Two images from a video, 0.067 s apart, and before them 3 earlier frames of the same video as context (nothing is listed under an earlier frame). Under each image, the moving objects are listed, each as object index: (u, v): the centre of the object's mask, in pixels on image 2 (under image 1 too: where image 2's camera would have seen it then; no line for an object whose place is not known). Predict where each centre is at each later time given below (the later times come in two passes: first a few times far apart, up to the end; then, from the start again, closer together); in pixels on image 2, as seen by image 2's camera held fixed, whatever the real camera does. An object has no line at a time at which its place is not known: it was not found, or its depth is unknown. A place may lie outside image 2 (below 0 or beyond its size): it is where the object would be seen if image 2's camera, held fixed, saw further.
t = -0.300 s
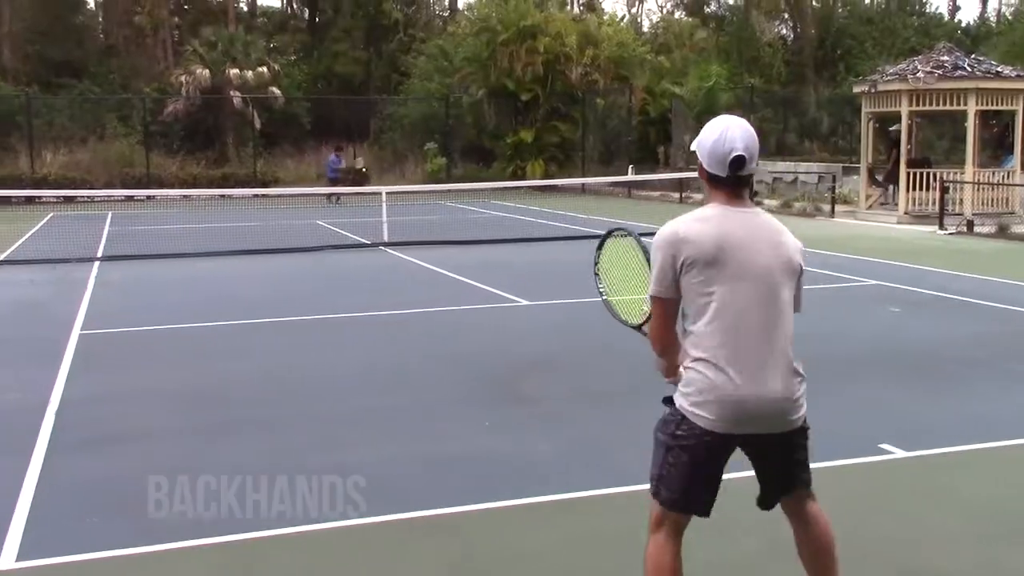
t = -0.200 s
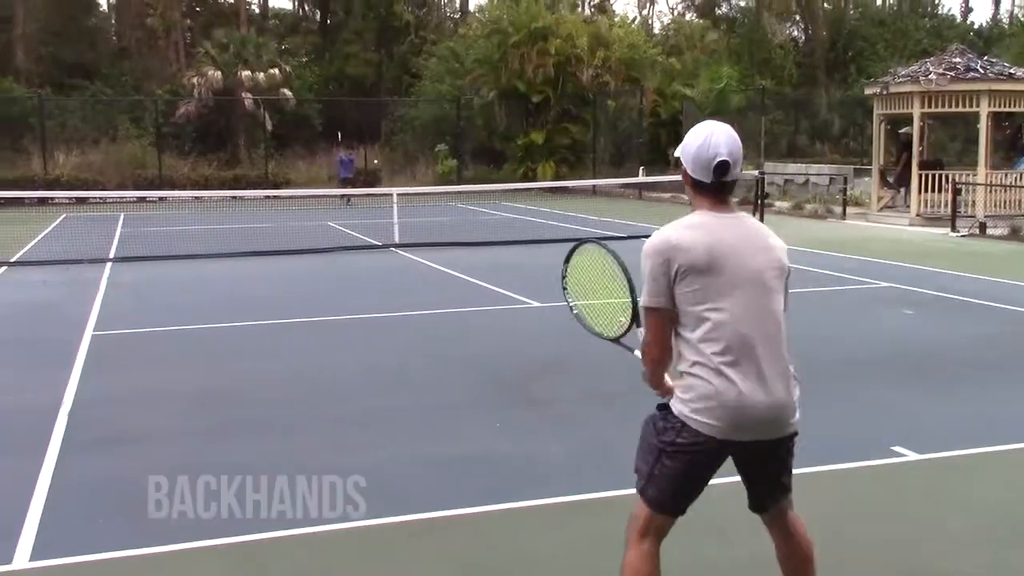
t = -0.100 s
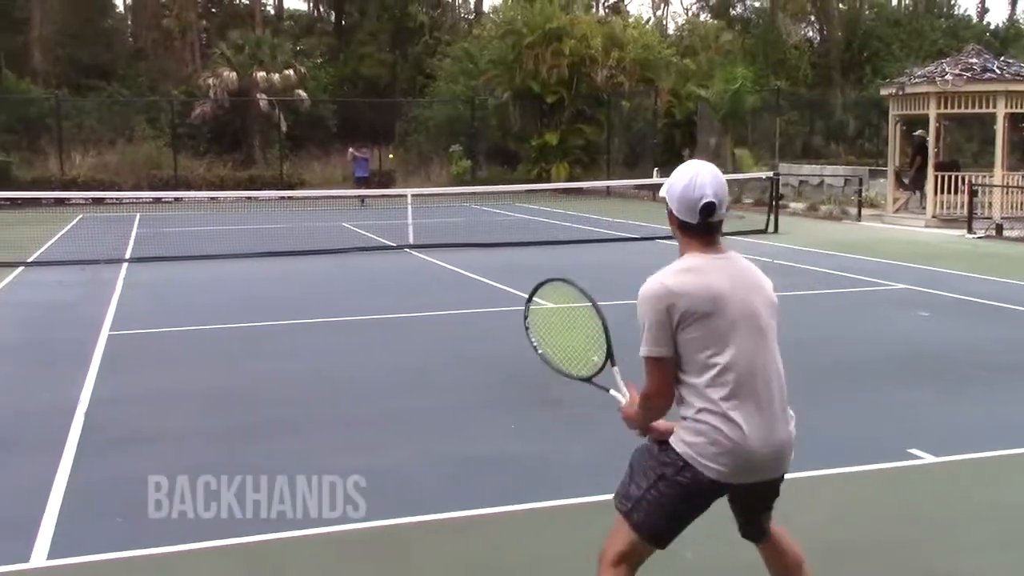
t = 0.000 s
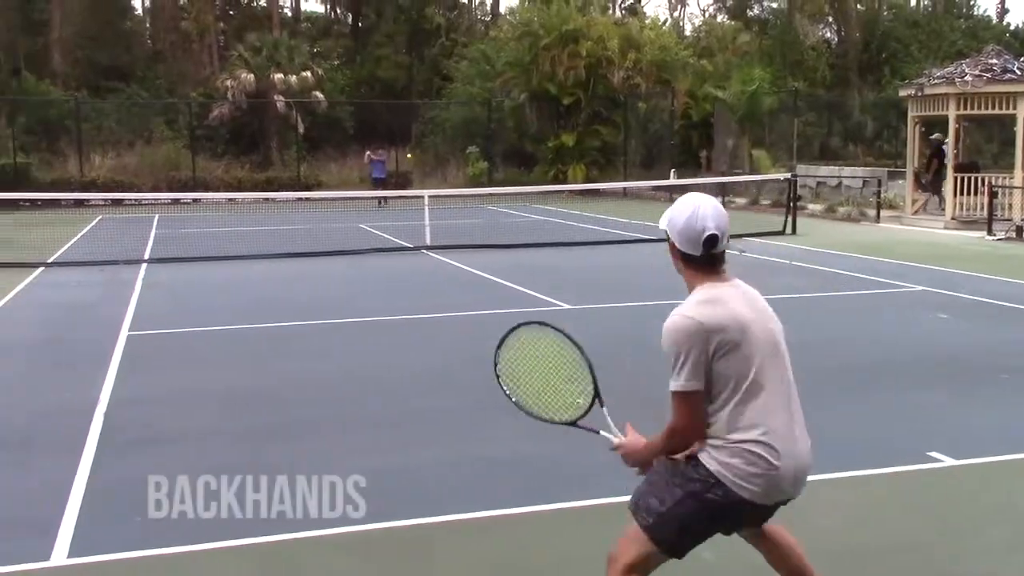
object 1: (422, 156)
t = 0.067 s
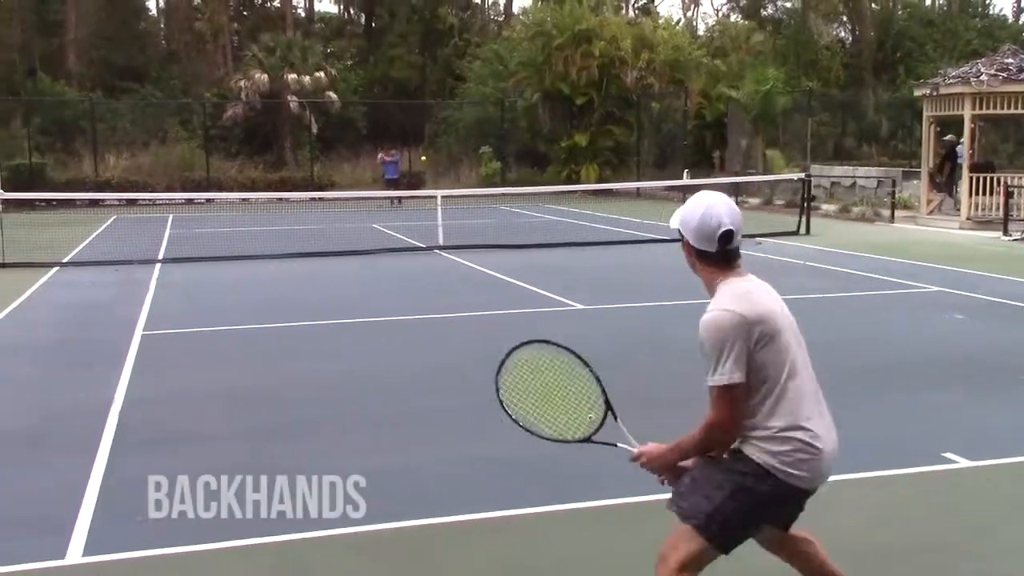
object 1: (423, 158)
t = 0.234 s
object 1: (427, 184)
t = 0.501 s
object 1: (442, 345)
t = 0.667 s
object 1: (450, 335)
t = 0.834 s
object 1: (462, 366)
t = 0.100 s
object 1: (424, 161)
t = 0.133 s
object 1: (425, 165)
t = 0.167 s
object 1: (425, 169)
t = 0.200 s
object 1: (426, 175)
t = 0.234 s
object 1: (427, 184)
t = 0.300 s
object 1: (430, 204)
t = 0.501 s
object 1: (442, 345)
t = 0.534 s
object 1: (443, 356)
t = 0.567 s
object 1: (445, 349)
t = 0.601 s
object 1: (446, 343)
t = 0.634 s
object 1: (448, 338)
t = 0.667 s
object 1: (450, 335)
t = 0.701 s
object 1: (452, 334)
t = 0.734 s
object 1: (454, 336)
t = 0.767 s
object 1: (457, 341)
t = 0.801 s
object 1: (460, 350)
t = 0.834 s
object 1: (462, 366)
